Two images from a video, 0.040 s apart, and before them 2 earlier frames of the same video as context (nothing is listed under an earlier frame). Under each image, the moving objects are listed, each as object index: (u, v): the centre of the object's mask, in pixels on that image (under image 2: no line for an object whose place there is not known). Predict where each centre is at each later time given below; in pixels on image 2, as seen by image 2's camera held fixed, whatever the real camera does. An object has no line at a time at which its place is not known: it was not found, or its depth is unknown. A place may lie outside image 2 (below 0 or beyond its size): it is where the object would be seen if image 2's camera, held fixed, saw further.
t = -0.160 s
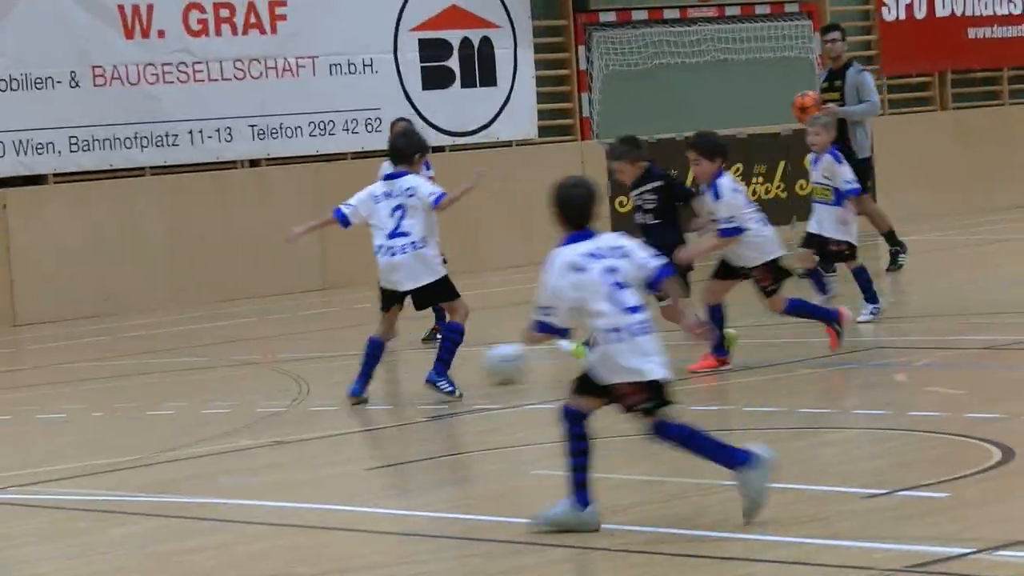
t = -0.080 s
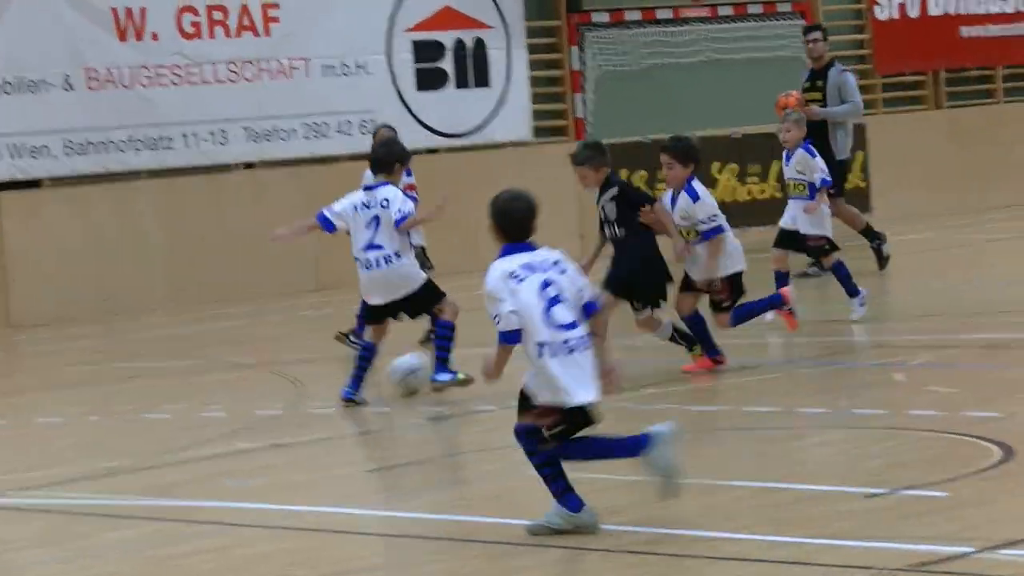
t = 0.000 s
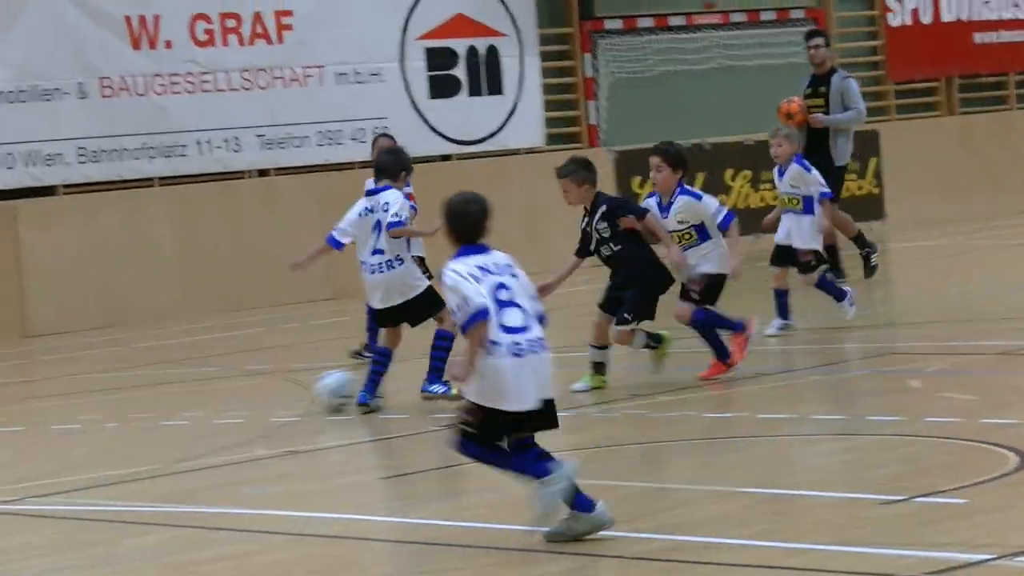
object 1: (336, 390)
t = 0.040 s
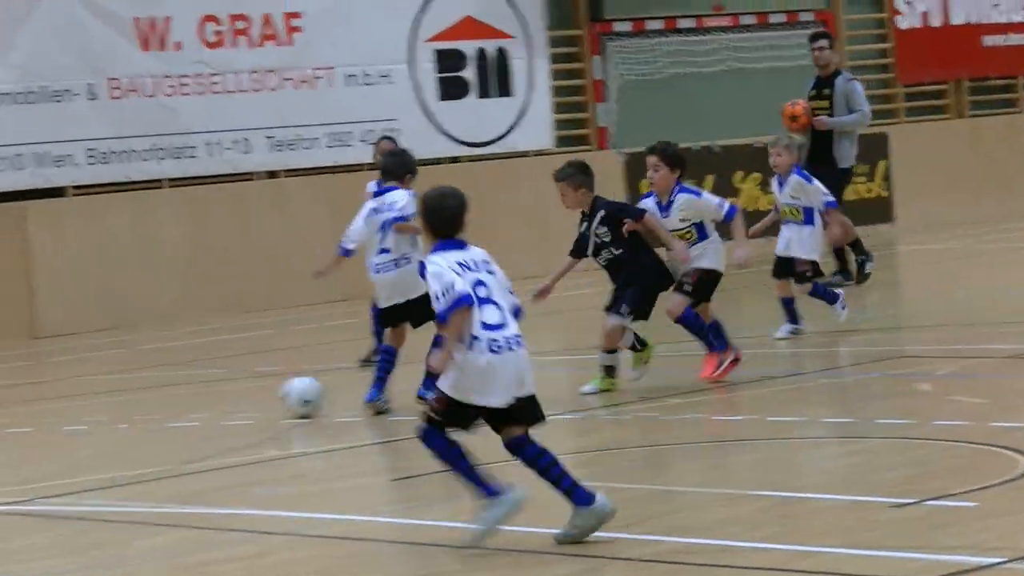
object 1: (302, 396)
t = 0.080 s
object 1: (261, 398)
